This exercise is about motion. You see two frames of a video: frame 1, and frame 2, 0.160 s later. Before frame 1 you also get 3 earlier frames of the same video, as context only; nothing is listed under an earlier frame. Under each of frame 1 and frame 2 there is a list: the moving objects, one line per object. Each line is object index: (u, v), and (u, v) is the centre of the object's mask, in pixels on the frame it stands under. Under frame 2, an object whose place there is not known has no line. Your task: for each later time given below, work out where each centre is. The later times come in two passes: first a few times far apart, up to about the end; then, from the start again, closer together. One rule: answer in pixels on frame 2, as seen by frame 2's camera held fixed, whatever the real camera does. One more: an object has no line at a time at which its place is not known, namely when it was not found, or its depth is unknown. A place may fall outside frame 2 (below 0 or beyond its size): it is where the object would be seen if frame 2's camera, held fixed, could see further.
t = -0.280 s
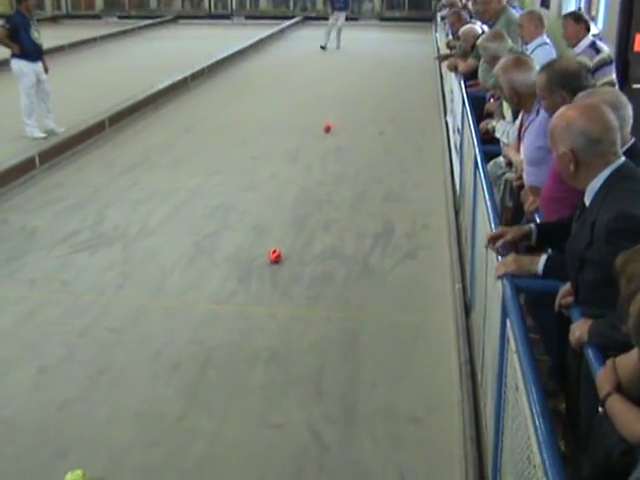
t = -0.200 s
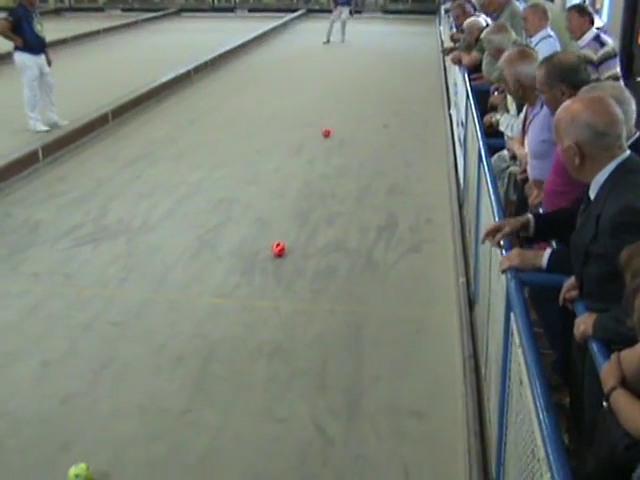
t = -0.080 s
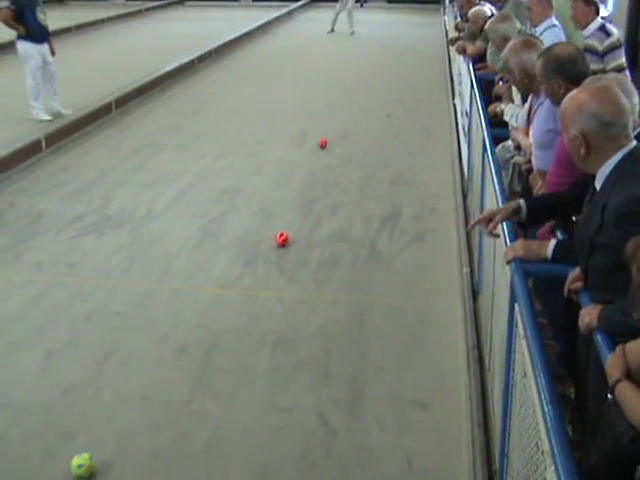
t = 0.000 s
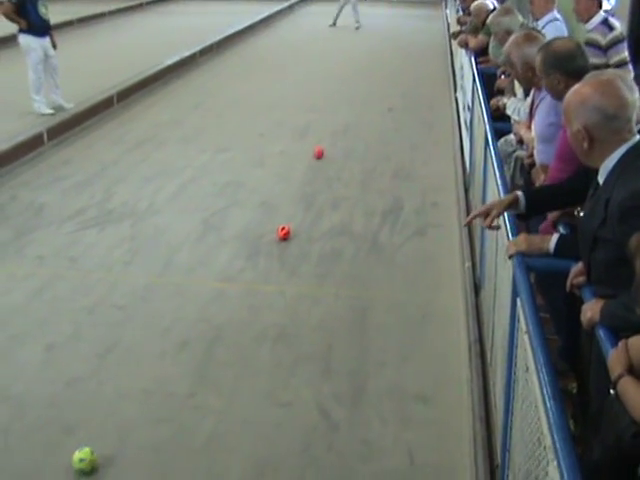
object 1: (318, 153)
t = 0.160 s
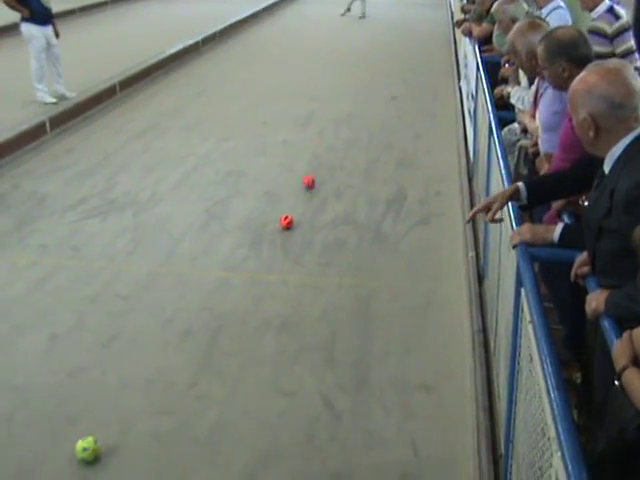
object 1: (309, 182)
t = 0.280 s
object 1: (300, 220)
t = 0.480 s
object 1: (397, 270)
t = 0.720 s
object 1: (434, 340)
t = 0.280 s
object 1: (300, 220)
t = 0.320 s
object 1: (318, 229)
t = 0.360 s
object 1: (337, 238)
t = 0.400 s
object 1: (356, 248)
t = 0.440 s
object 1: (376, 259)
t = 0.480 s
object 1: (397, 270)
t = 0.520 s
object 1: (420, 283)
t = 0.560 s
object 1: (441, 296)
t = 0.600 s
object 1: (460, 308)
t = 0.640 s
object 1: (452, 317)
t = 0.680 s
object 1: (442, 328)
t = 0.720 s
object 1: (434, 340)
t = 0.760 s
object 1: (425, 353)
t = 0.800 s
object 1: (416, 365)
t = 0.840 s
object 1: (408, 381)
